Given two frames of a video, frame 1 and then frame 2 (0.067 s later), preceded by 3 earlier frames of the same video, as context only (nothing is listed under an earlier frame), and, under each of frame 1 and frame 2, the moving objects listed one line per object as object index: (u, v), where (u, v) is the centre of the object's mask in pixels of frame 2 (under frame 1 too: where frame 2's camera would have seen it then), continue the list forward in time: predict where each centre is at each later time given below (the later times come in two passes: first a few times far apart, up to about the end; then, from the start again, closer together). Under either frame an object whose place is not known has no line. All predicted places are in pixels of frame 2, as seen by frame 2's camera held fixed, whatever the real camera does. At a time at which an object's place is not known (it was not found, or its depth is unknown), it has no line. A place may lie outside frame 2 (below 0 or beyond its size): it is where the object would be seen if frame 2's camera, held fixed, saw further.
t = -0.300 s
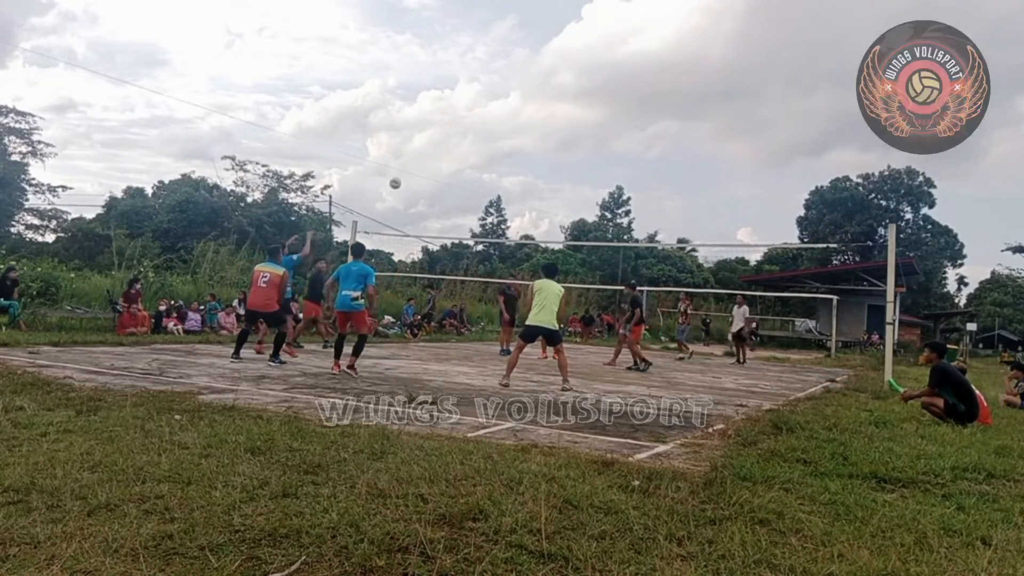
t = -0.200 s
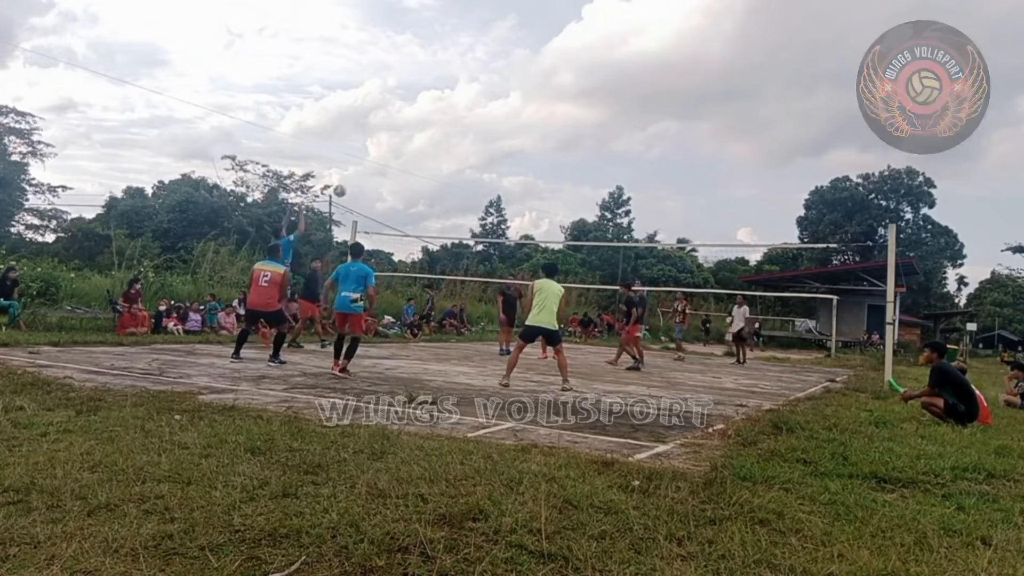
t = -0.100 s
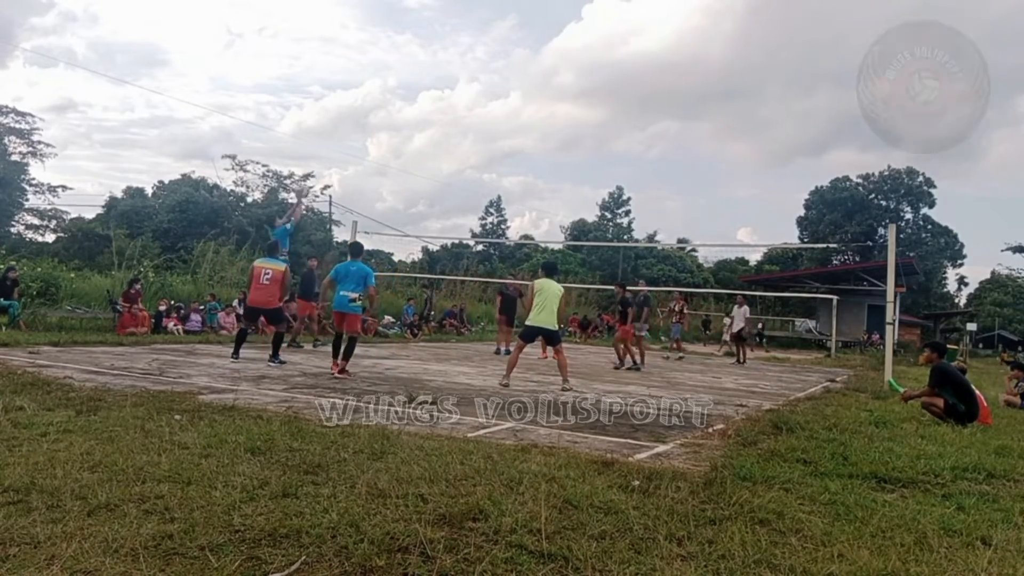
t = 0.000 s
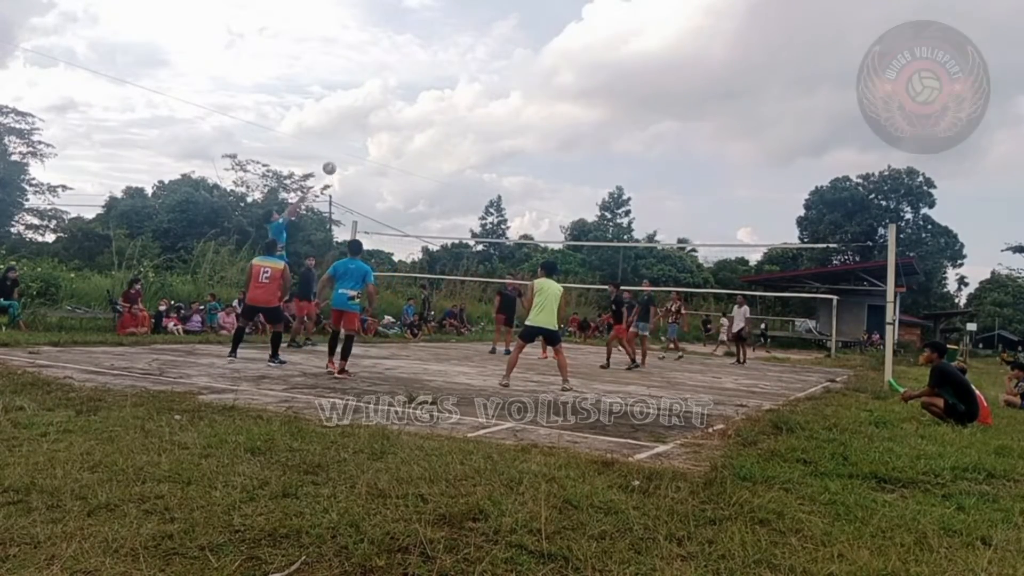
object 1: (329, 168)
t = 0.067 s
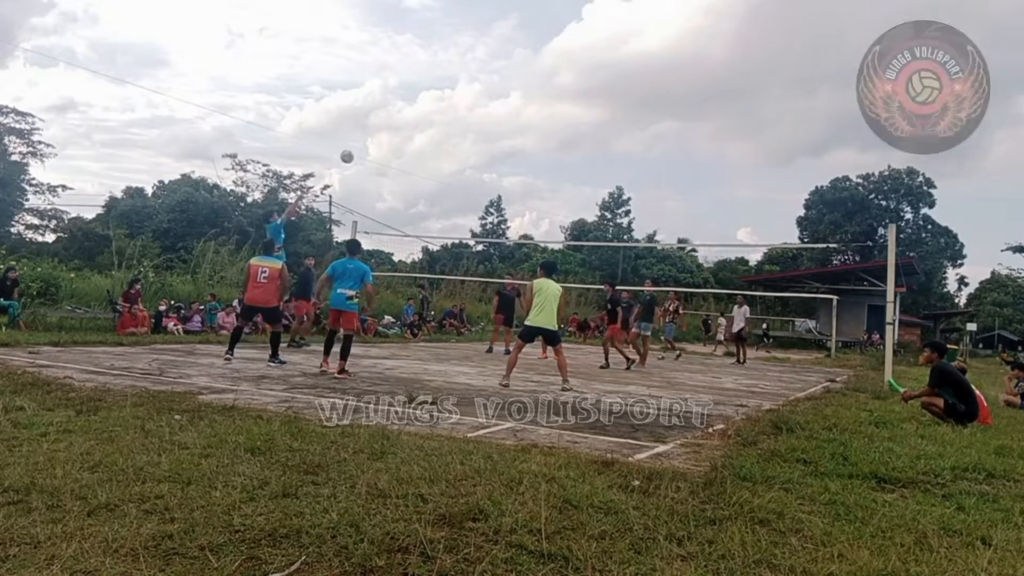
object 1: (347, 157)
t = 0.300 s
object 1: (405, 138)
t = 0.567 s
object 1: (466, 159)
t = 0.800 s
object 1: (508, 201)
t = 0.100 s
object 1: (355, 152)
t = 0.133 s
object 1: (364, 148)
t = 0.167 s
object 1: (372, 144)
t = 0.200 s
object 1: (381, 142)
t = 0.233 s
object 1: (389, 140)
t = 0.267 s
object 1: (397, 139)
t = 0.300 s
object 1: (405, 138)
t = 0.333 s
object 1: (413, 138)
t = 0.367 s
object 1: (421, 139)
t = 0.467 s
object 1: (444, 146)
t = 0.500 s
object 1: (451, 149)
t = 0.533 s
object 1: (459, 154)
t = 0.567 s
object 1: (466, 159)
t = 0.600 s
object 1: (474, 164)
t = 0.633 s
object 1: (480, 170)
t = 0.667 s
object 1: (487, 177)
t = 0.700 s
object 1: (488, 177)
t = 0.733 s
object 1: (494, 184)
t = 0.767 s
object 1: (502, 193)
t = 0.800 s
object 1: (508, 201)
